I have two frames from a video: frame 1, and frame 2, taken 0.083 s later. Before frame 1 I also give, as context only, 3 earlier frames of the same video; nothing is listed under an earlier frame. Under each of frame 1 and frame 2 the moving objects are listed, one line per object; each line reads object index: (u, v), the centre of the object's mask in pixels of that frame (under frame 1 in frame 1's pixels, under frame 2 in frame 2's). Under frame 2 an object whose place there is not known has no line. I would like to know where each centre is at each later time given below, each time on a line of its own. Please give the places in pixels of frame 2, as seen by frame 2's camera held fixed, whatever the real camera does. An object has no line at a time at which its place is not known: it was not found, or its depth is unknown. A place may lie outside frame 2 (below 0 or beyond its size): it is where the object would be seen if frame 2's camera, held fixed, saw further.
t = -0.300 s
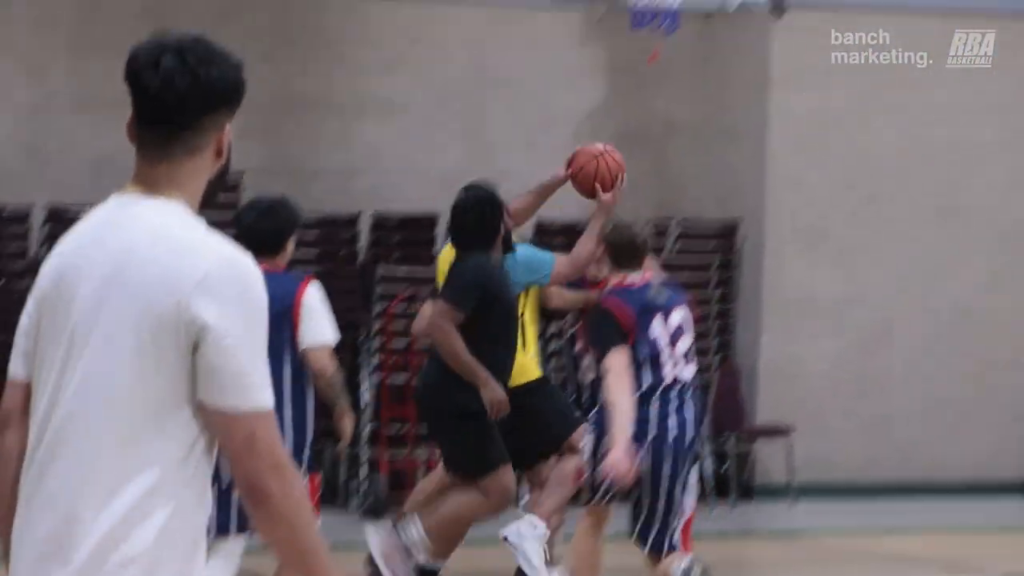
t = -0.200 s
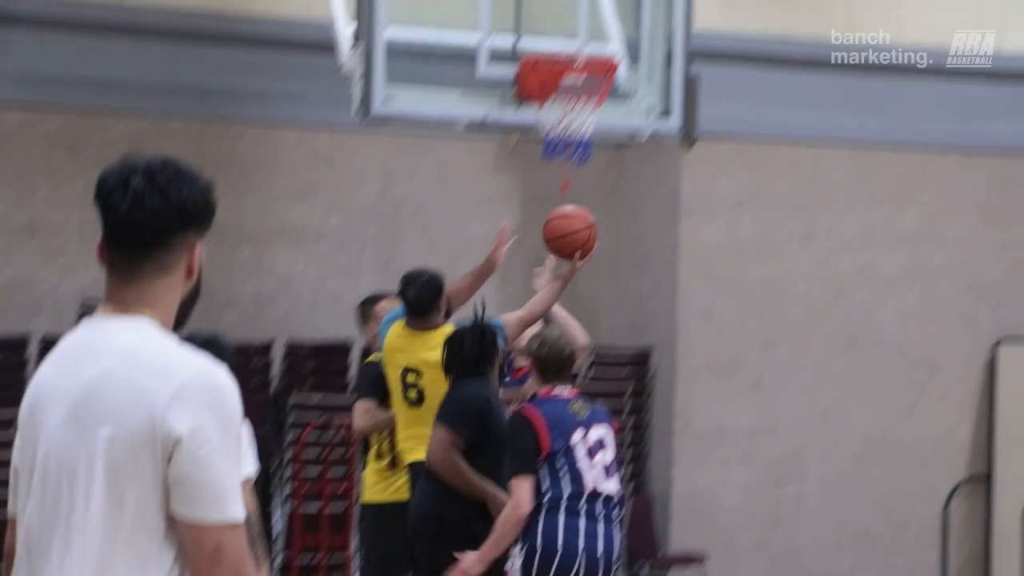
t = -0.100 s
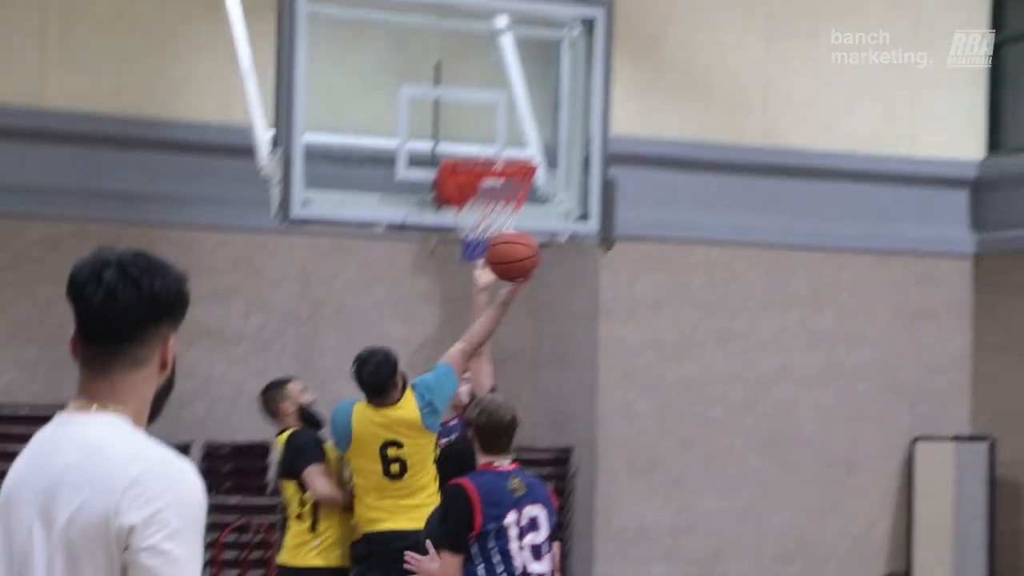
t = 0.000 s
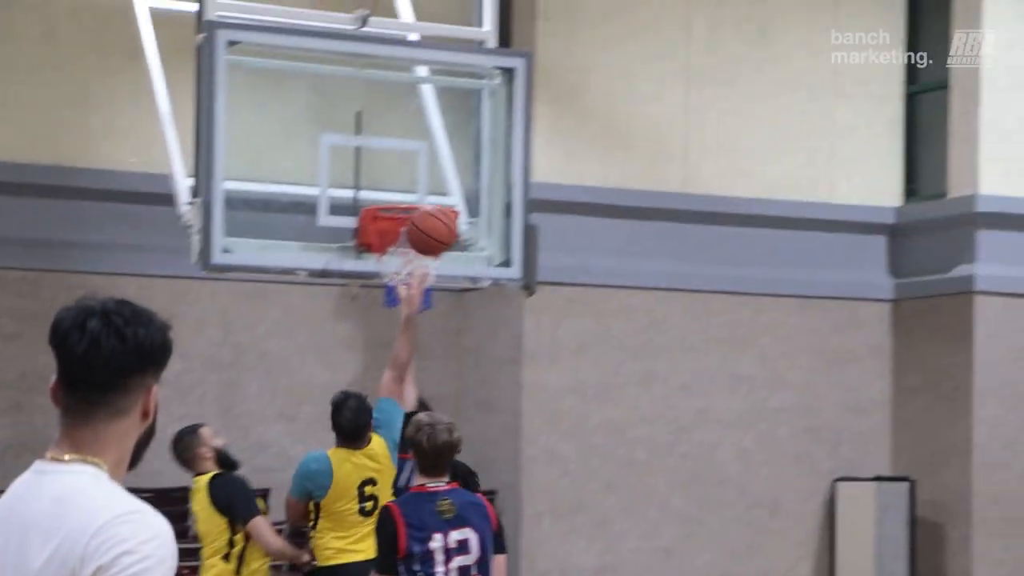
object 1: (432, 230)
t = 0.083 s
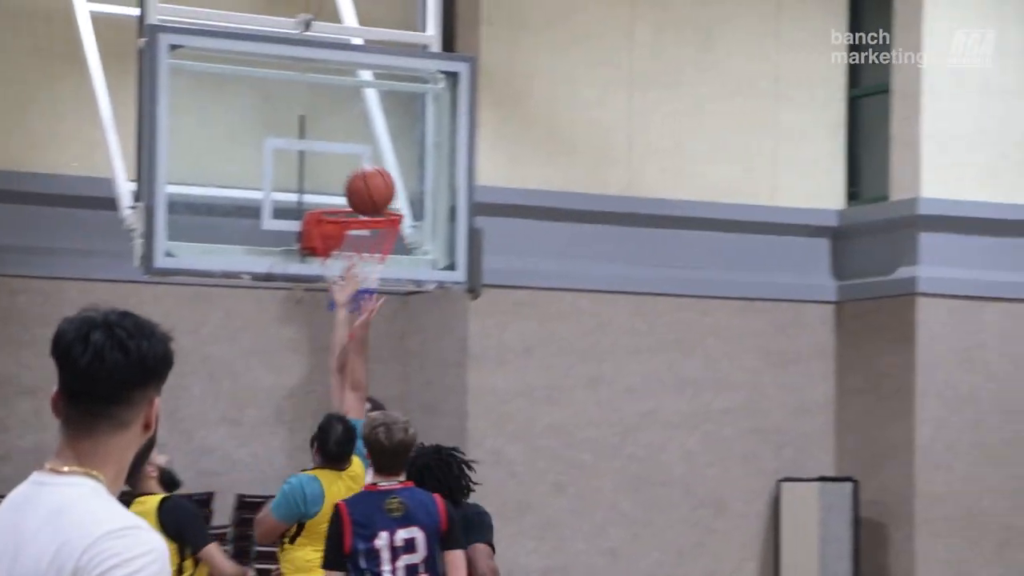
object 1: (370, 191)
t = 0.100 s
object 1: (369, 184)
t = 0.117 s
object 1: (368, 178)
